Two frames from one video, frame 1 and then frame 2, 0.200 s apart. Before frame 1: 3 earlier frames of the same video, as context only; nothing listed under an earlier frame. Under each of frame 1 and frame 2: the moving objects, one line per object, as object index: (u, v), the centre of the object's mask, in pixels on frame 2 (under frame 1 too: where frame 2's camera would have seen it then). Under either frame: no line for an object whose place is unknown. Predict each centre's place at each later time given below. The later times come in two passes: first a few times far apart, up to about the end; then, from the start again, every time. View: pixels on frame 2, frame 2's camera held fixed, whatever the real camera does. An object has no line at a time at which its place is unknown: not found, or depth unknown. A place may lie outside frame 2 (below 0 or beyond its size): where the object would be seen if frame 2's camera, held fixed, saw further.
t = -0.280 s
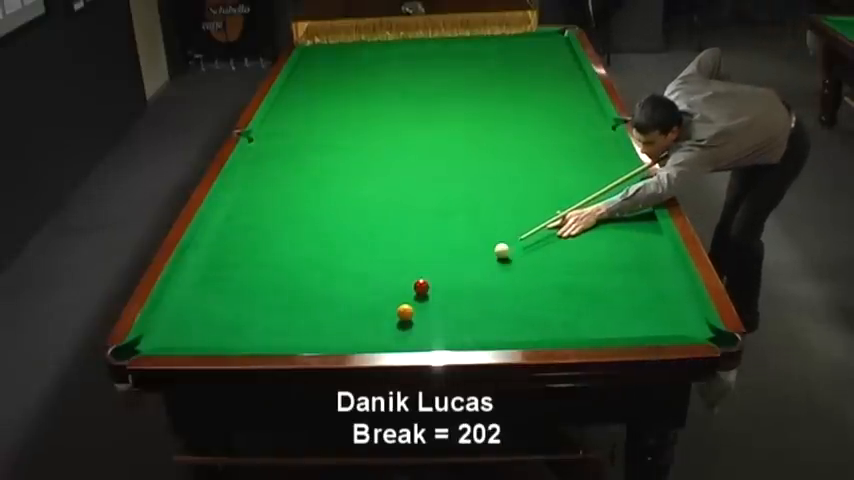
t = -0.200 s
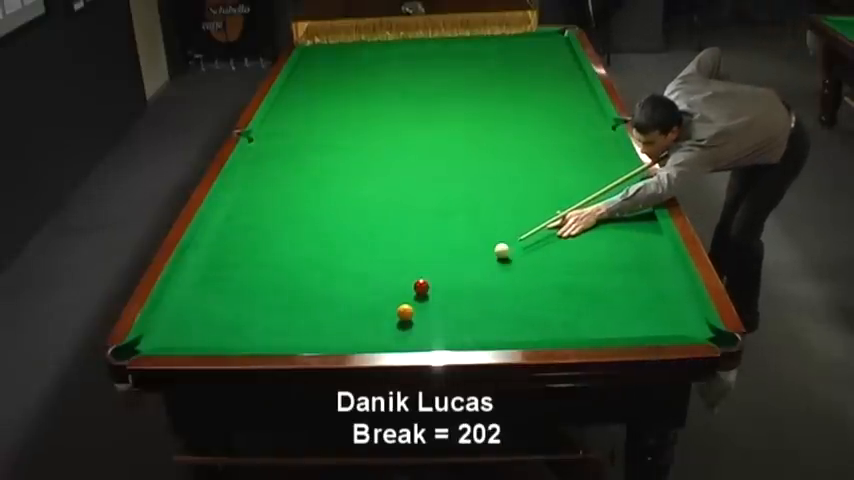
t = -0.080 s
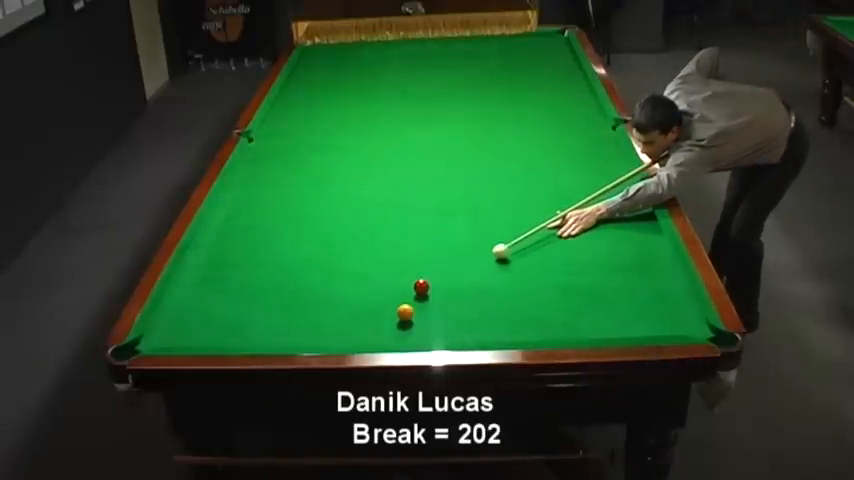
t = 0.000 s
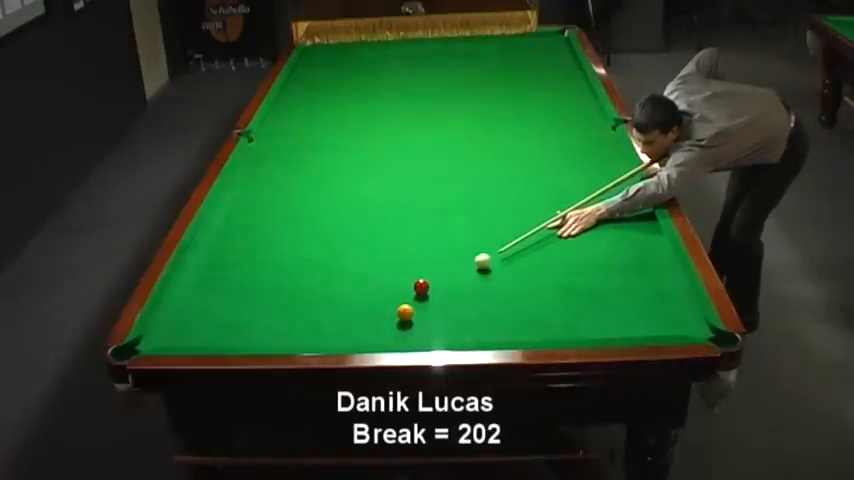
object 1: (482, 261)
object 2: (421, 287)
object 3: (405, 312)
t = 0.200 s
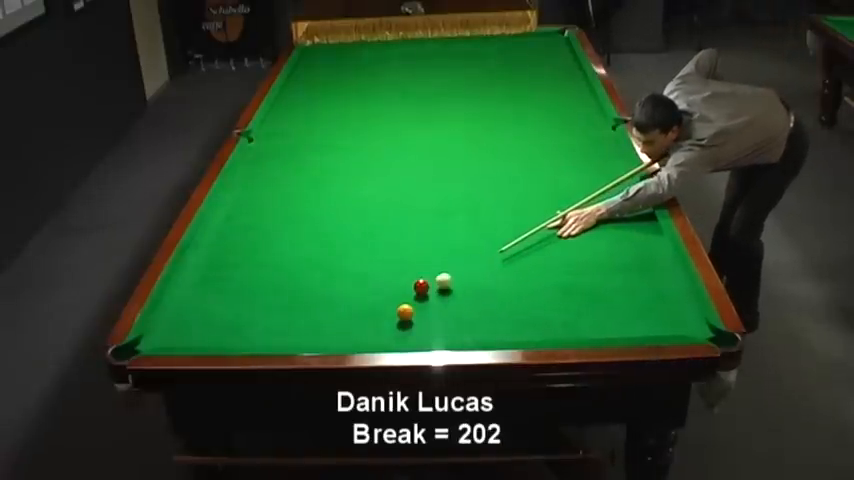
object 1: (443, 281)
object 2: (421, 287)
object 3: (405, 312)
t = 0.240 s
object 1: (437, 285)
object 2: (420, 287)
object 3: (405, 312)
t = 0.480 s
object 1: (429, 303)
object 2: (384, 293)
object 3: (405, 312)
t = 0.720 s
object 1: (421, 322)
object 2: (352, 299)
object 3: (405, 312)
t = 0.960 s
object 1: (413, 337)
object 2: (321, 305)
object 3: (405, 312)
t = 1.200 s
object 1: (406, 329)
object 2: (293, 310)
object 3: (405, 312)
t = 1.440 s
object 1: (401, 321)
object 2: (266, 315)
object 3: (405, 308)
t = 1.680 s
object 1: (397, 320)
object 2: (240, 319)
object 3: (405, 306)
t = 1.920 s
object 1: (394, 320)
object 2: (217, 323)
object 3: (405, 303)
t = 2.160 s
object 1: (393, 320)
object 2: (195, 328)
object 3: (405, 301)
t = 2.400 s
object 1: (393, 320)
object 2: (175, 330)
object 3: (405, 301)
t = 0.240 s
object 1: (437, 285)
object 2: (420, 287)
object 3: (405, 312)
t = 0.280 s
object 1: (436, 288)
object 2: (413, 288)
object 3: (405, 312)
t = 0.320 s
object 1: (435, 291)
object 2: (406, 289)
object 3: (405, 312)
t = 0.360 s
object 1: (434, 294)
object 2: (401, 290)
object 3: (405, 312)
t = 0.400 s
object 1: (432, 297)
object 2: (395, 291)
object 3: (405, 312)
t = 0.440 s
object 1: (431, 300)
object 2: (390, 292)
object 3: (405, 312)
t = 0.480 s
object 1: (429, 303)
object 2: (384, 293)
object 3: (405, 312)
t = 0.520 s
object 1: (428, 306)
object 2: (379, 294)
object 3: (405, 312)
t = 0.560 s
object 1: (427, 309)
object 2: (373, 295)
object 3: (405, 312)
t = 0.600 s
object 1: (425, 312)
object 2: (368, 296)
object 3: (405, 312)
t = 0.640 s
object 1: (424, 315)
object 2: (362, 297)
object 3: (405, 312)
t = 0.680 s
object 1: (423, 318)
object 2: (357, 298)
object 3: (405, 312)
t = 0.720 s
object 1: (421, 322)
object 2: (352, 299)
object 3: (405, 312)
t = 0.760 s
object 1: (420, 324)
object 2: (347, 300)
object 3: (405, 312)
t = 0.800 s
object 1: (418, 328)
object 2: (342, 301)
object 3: (405, 312)
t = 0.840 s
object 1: (417, 330)
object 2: (336, 302)
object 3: (405, 312)
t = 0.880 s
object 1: (416, 332)
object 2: (331, 303)
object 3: (405, 312)
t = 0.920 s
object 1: (414, 335)
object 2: (327, 304)
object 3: (405, 312)
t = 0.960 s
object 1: (413, 337)
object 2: (321, 305)
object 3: (405, 312)
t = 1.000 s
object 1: (411, 336)
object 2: (317, 306)
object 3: (405, 311)
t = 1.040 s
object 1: (410, 335)
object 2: (311, 307)
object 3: (405, 312)
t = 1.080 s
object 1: (409, 333)
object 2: (307, 308)
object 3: (405, 312)
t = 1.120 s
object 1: (408, 332)
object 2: (302, 308)
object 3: (405, 312)
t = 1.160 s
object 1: (407, 330)
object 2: (297, 309)
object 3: (405, 312)
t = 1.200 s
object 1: (406, 329)
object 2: (293, 310)
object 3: (405, 312)
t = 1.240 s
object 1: (405, 328)
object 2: (288, 311)
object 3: (405, 311)
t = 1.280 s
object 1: (405, 325)
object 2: (283, 312)
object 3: (405, 311)
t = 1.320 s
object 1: (404, 324)
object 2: (279, 313)
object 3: (405, 310)
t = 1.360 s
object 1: (403, 322)
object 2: (275, 313)
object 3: (405, 309)
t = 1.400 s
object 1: (402, 322)
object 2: (270, 314)
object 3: (405, 309)
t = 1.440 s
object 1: (401, 321)
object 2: (266, 315)
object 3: (405, 308)
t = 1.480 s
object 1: (400, 321)
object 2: (261, 316)
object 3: (405, 308)
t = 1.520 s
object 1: (400, 321)
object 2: (257, 316)
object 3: (405, 307)
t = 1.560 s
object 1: (399, 321)
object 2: (253, 317)
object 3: (405, 307)
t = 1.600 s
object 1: (398, 321)
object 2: (248, 318)
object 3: (405, 307)
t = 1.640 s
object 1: (398, 320)
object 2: (244, 319)
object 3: (405, 306)
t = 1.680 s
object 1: (397, 320)
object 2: (240, 319)
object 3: (405, 306)
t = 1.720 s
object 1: (396, 320)
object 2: (236, 320)
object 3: (405, 305)
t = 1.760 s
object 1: (395, 320)
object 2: (232, 321)
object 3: (405, 305)
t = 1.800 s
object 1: (395, 320)
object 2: (228, 321)
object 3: (405, 305)
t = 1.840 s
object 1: (394, 320)
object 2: (225, 322)
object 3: (405, 304)
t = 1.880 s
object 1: (394, 320)
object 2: (221, 323)
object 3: (405, 304)
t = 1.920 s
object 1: (394, 320)
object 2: (217, 323)
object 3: (405, 303)
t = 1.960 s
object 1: (394, 320)
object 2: (213, 325)
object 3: (405, 302)
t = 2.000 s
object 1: (393, 320)
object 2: (209, 325)
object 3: (405, 302)
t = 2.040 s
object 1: (393, 320)
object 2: (206, 326)
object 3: (405, 302)
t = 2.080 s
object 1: (393, 320)
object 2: (202, 326)
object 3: (405, 302)
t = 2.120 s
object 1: (393, 320)
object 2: (199, 327)
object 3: (405, 301)
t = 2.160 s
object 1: (393, 320)
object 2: (195, 328)
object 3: (405, 301)
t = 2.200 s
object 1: (393, 320)
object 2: (191, 328)
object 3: (405, 301)
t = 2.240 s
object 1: (393, 320)
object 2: (188, 329)
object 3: (405, 301)
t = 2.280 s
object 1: (393, 320)
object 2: (185, 329)
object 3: (405, 301)
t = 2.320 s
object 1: (393, 320)
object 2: (181, 329)
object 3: (405, 301)
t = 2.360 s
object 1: (393, 320)
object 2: (178, 330)
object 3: (405, 301)
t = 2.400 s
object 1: (393, 320)
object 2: (175, 330)
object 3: (405, 301)
